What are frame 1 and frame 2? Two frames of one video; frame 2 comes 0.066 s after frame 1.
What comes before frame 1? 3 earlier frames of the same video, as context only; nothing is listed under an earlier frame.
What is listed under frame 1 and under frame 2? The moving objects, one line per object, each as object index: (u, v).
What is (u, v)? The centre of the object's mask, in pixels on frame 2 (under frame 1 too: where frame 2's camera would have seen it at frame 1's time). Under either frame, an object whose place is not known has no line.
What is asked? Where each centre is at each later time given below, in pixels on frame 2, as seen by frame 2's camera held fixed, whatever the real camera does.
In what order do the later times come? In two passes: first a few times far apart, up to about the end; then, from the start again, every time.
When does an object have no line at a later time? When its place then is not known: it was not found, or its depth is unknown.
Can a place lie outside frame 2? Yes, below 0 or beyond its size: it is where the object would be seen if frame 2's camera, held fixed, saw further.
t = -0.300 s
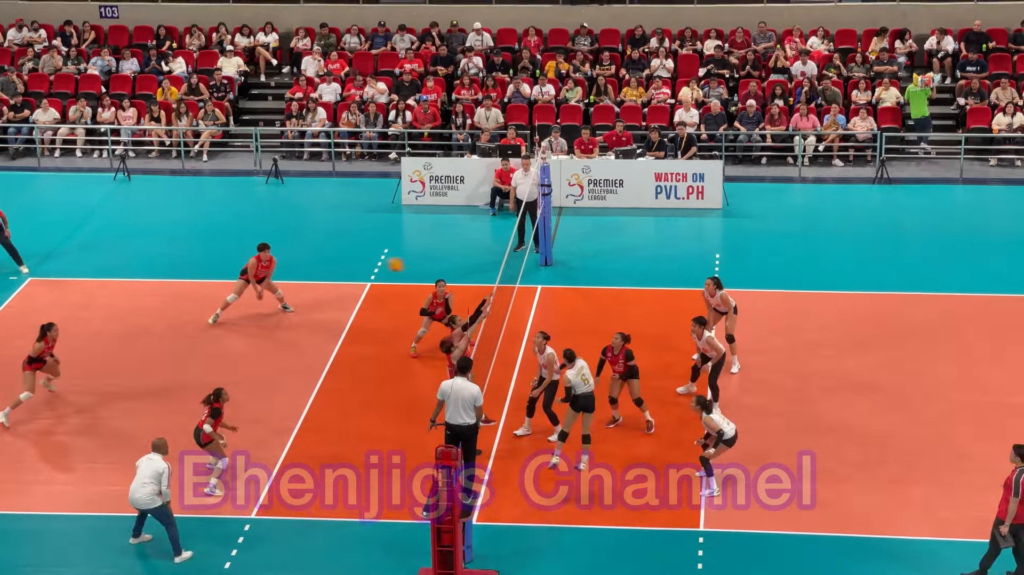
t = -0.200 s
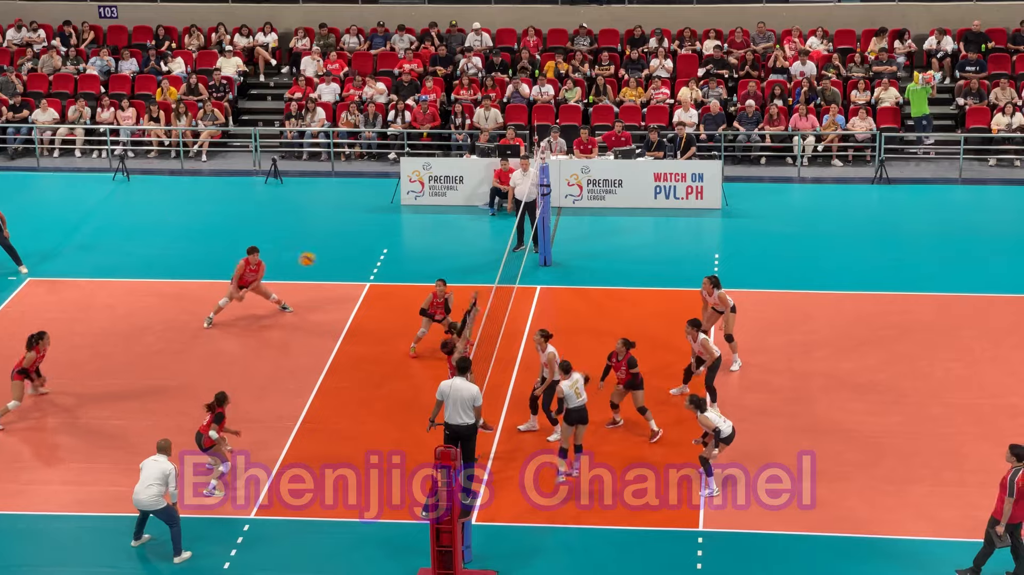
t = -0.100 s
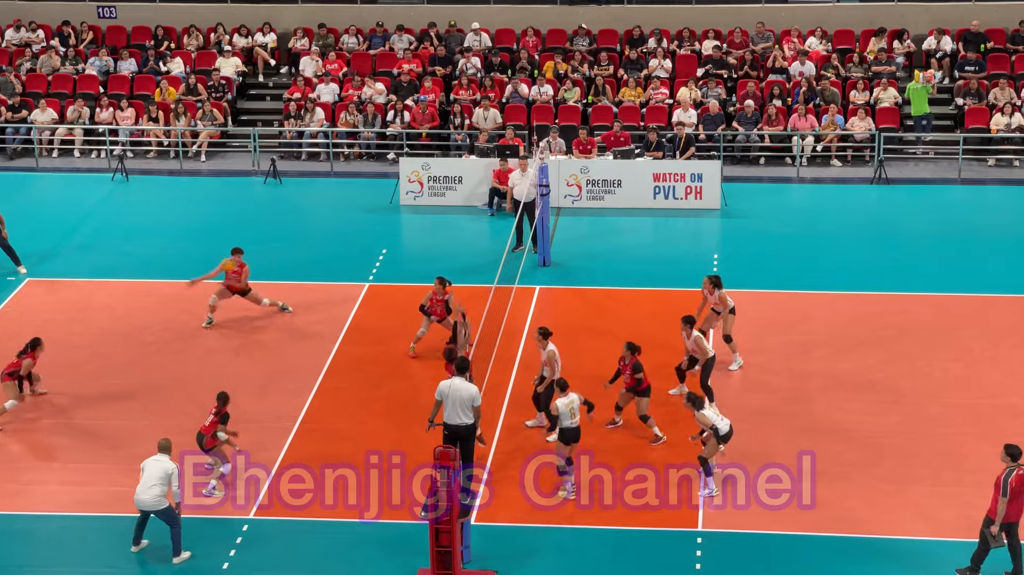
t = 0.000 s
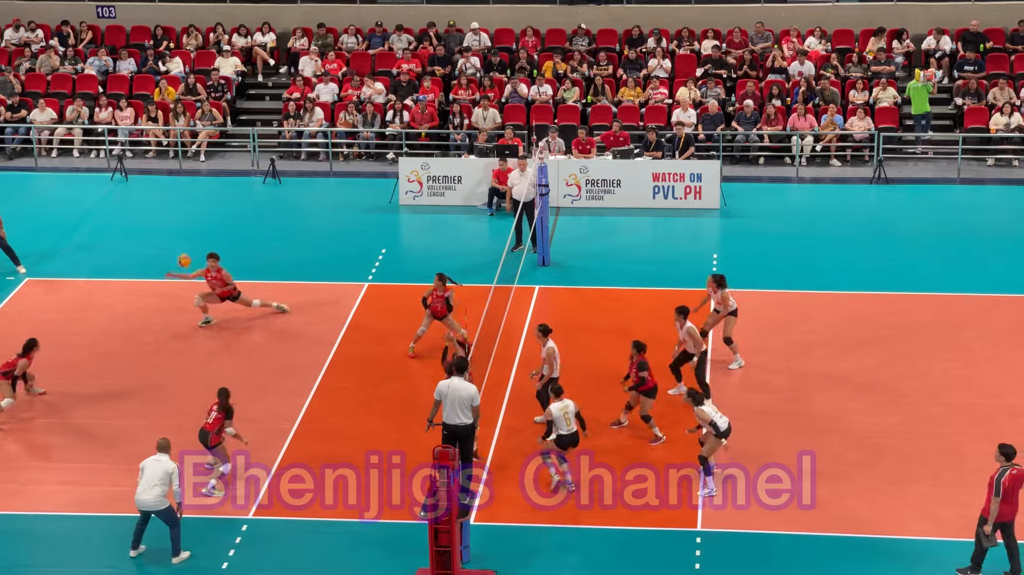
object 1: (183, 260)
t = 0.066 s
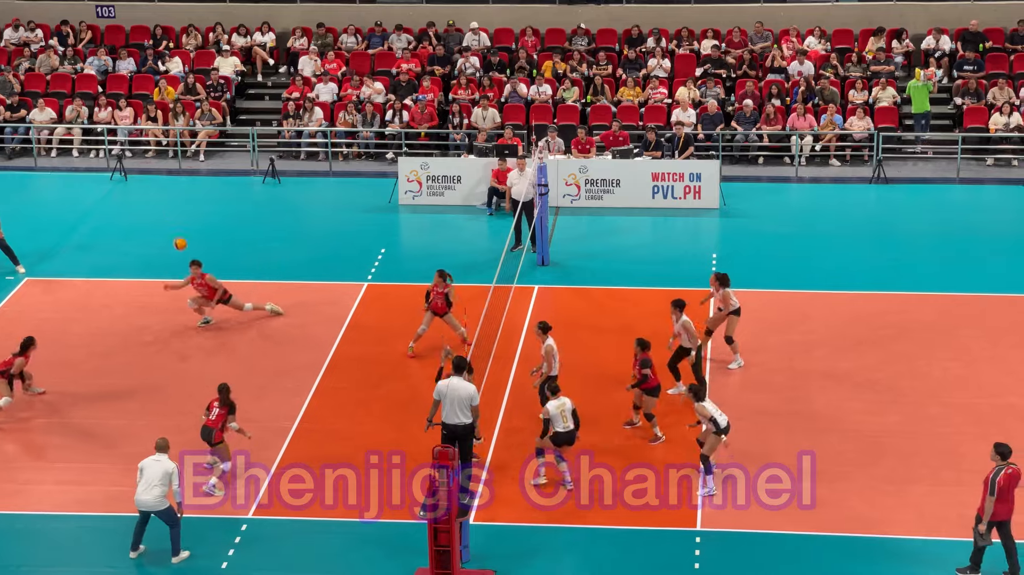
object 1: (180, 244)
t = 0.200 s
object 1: (175, 217)
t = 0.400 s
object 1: (171, 196)
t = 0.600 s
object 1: (169, 199)
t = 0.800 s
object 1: (168, 229)
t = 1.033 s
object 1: (168, 301)
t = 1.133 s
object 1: (169, 343)
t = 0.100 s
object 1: (178, 236)
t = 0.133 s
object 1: (177, 229)
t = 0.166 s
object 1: (176, 223)
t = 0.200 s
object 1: (175, 217)
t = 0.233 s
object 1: (174, 211)
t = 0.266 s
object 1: (173, 207)
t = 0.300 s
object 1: (173, 203)
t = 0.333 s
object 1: (172, 200)
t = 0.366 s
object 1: (172, 197)
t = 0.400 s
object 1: (171, 196)
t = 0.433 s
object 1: (171, 195)
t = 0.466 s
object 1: (171, 194)
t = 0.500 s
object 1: (170, 194)
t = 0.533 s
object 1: (170, 195)
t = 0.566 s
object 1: (169, 196)
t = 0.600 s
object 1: (169, 199)
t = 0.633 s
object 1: (169, 202)
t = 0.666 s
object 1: (168, 206)
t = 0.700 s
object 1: (168, 210)
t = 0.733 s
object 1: (168, 216)
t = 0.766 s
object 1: (168, 222)
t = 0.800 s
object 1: (168, 229)
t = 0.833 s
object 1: (168, 237)
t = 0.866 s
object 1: (168, 246)
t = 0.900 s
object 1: (168, 255)
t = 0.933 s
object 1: (167, 265)
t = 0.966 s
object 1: (168, 276)
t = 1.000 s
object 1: (168, 289)
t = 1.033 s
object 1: (168, 301)
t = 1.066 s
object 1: (167, 314)
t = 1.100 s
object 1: (169, 328)
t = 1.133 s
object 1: (169, 343)
